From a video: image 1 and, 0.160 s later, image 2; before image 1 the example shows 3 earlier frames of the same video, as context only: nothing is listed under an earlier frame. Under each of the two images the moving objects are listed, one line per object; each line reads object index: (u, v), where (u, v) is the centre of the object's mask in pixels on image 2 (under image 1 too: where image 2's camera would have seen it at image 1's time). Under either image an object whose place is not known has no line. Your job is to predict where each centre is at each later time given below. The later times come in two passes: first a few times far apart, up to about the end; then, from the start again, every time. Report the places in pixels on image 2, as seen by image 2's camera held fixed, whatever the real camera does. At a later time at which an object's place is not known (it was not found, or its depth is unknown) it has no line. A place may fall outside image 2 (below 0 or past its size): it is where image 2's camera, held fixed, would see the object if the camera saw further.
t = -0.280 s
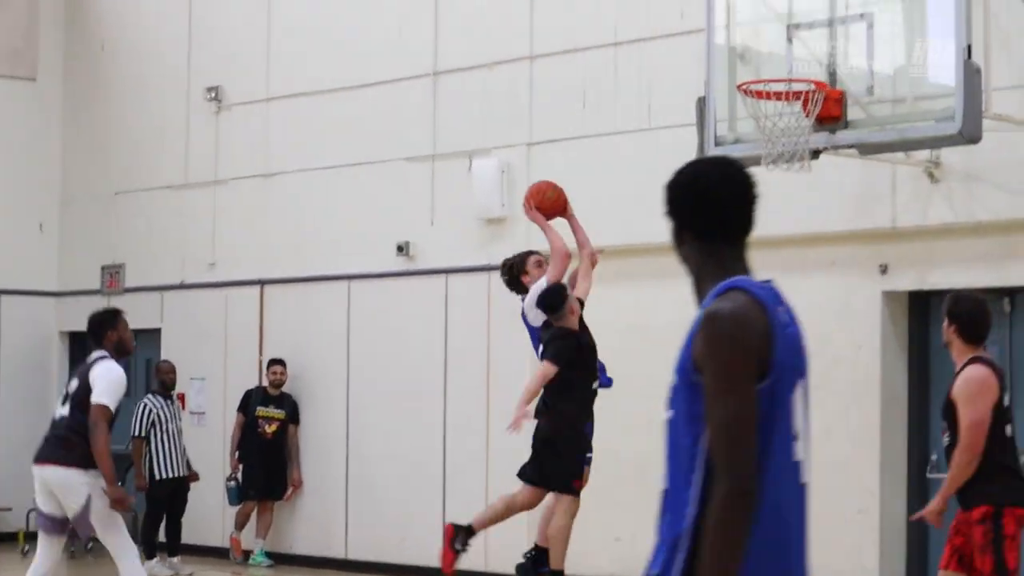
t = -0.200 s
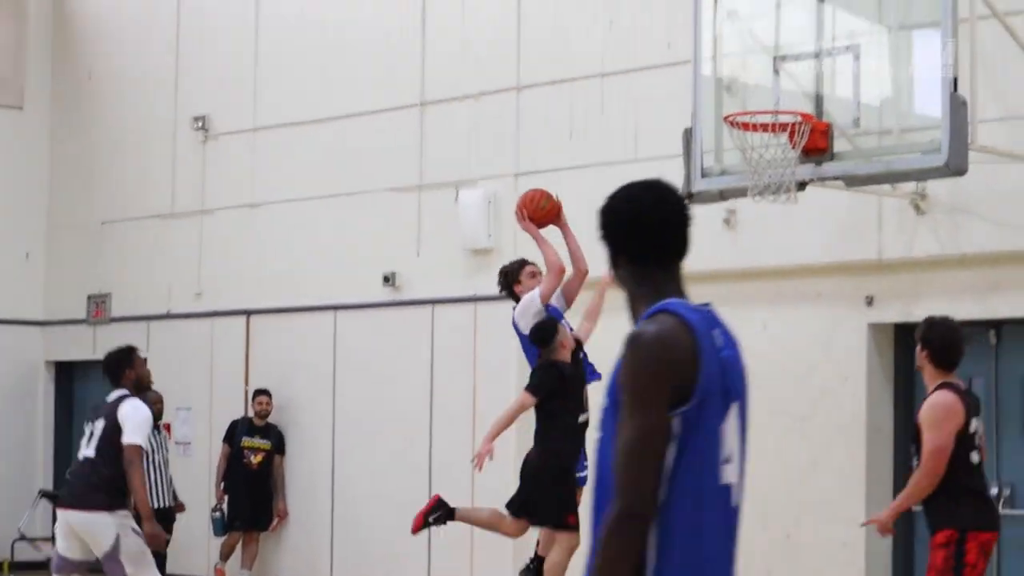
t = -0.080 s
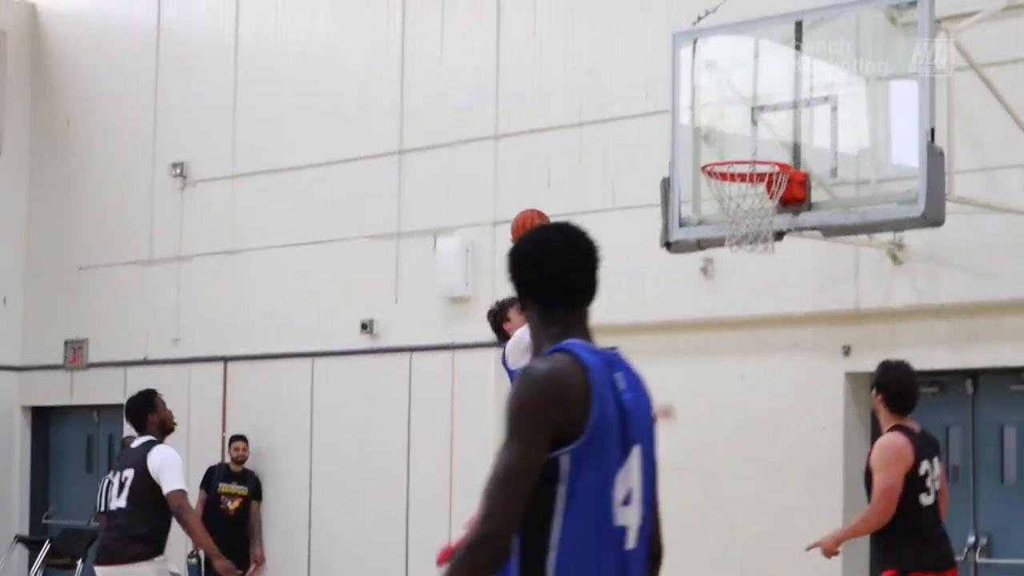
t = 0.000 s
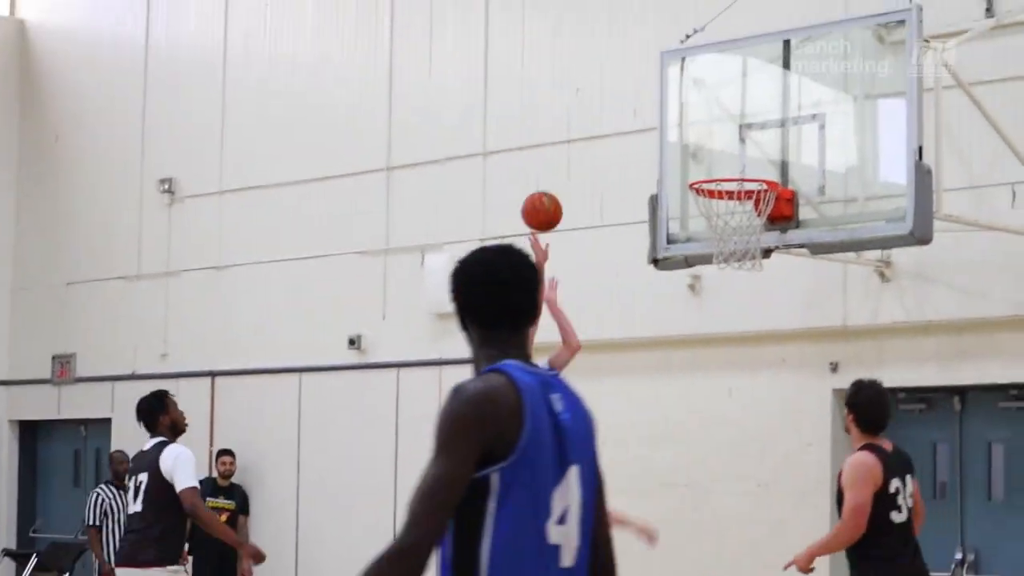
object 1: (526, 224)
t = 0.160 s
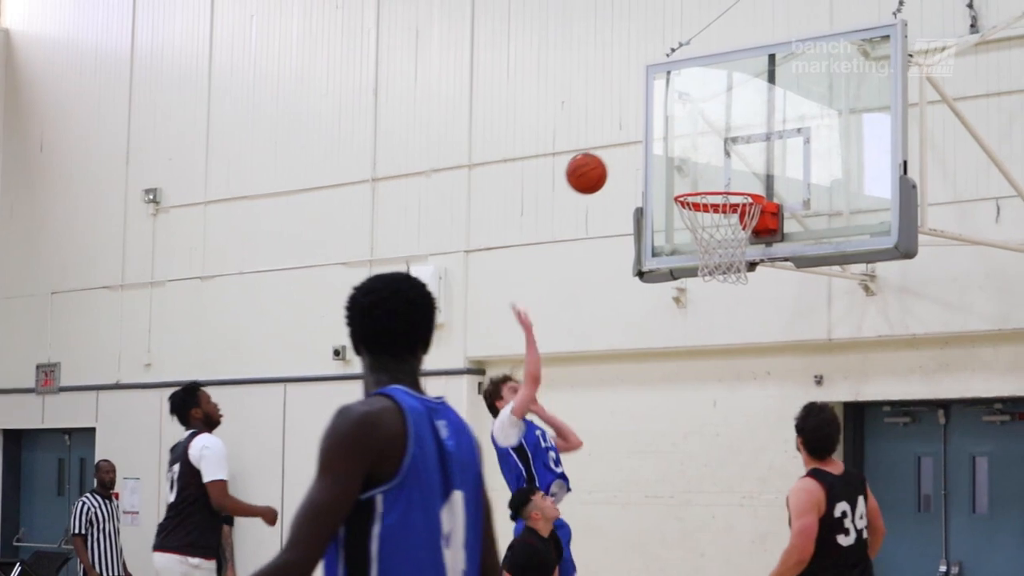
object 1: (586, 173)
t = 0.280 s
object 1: (632, 163)
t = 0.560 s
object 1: (697, 158)
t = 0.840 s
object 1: (724, 216)
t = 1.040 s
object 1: (731, 288)
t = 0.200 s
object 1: (601, 167)
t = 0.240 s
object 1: (617, 163)
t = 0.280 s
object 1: (632, 163)
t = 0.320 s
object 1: (647, 165)
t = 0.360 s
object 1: (662, 170)
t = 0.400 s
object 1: (678, 177)
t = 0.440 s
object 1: (685, 174)
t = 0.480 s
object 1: (689, 167)
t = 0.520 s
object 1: (693, 161)
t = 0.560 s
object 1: (697, 158)
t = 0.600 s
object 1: (701, 158)
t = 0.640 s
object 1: (705, 160)
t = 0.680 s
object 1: (709, 166)
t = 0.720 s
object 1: (712, 173)
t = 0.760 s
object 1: (716, 178)
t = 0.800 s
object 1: (720, 199)
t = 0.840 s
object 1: (724, 216)
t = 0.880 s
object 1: (728, 234)
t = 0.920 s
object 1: (730, 250)
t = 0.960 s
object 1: (731, 260)
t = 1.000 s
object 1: (731, 273)
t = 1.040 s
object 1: (731, 288)
